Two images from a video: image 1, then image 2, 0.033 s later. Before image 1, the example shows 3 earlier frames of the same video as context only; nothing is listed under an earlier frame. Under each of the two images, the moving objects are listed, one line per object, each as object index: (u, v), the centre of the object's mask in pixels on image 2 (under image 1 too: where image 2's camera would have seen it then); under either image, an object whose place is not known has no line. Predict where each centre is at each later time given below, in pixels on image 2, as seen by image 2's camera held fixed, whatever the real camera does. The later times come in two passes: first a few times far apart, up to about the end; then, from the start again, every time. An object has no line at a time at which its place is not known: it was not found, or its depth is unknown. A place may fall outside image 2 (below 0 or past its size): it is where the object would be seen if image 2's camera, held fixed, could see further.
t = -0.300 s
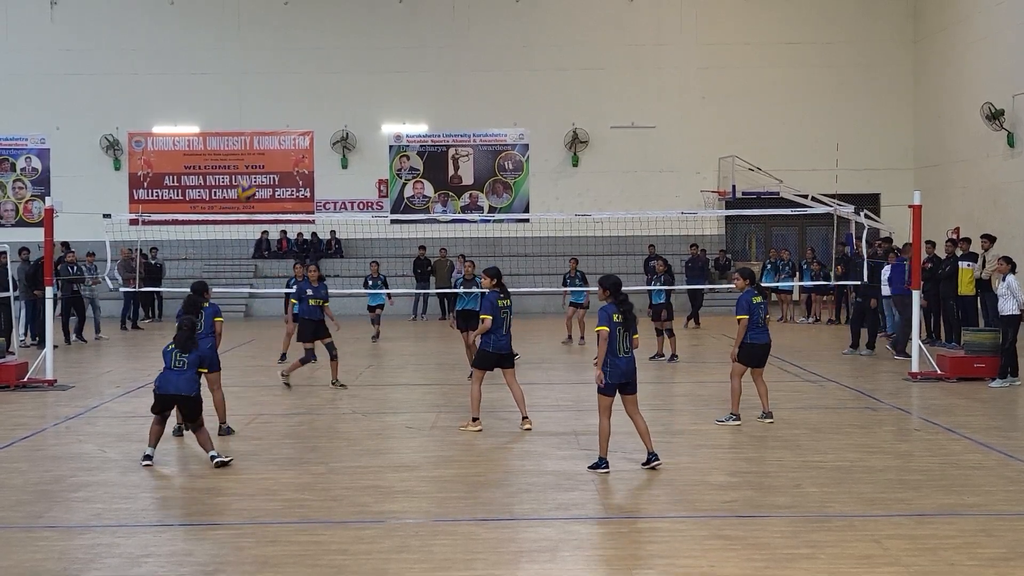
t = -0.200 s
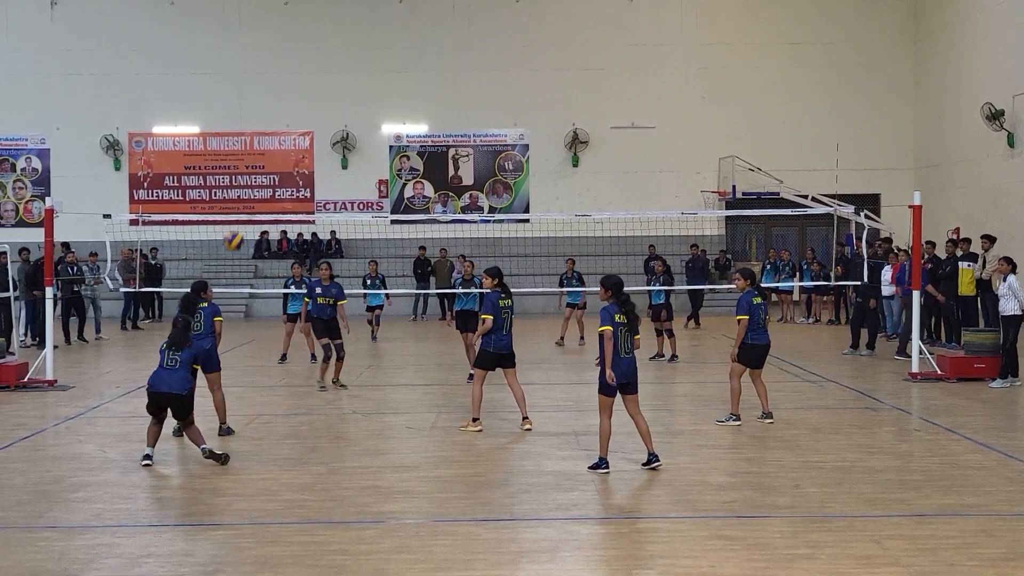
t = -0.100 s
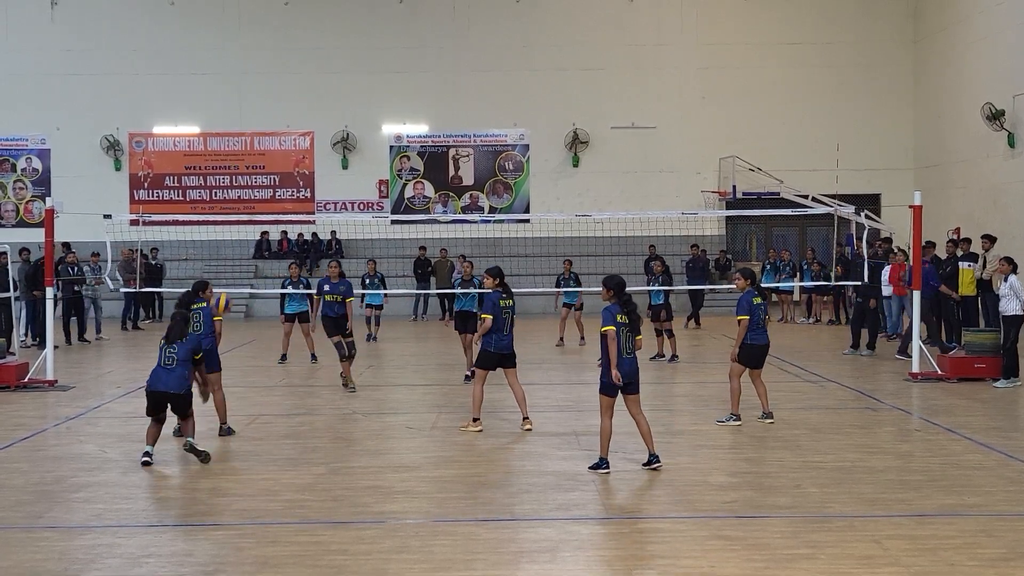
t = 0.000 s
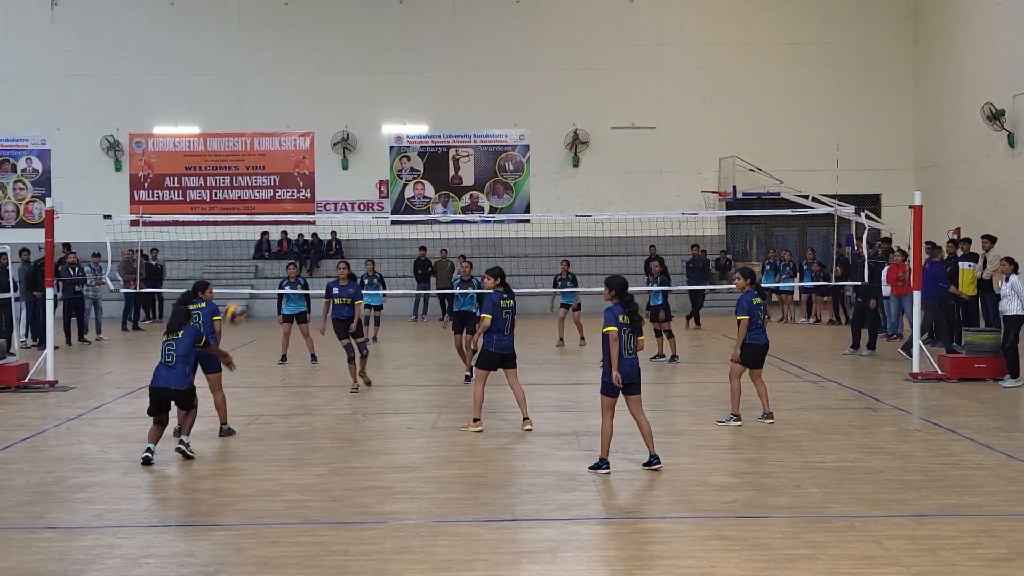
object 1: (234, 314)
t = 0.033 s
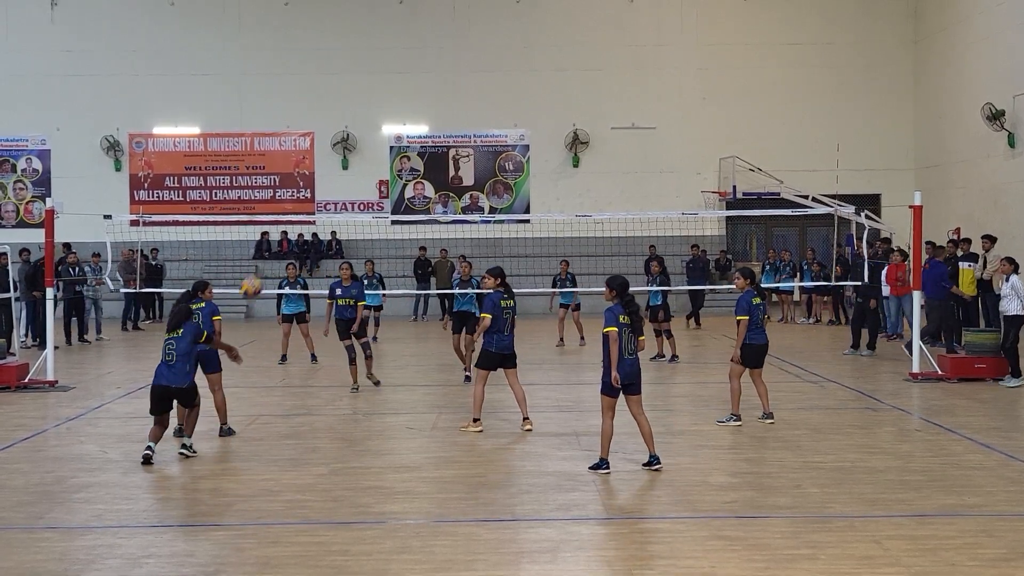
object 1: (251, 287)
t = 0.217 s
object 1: (339, 179)
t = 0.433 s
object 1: (434, 105)
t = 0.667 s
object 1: (528, 81)
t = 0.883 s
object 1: (609, 105)
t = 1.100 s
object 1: (681, 170)
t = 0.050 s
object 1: (259, 276)
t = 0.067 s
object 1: (267, 264)
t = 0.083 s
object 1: (275, 253)
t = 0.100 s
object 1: (283, 244)
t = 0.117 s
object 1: (291, 233)
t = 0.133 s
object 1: (299, 222)
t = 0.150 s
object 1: (307, 213)
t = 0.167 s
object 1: (315, 203)
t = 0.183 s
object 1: (324, 194)
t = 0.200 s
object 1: (331, 187)
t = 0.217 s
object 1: (339, 179)
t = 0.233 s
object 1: (347, 171)
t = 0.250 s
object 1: (353, 164)
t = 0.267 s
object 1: (362, 157)
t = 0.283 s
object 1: (369, 151)
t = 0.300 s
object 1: (377, 144)
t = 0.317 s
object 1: (383, 139)
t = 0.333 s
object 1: (391, 133)
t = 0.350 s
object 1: (398, 126)
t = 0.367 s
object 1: (405, 121)
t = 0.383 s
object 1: (413, 116)
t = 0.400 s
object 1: (419, 113)
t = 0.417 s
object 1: (427, 109)
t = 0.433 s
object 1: (434, 105)
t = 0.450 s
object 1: (441, 101)
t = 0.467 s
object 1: (448, 98)
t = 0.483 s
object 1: (455, 94)
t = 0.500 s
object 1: (462, 92)
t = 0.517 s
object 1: (469, 89)
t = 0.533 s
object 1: (476, 88)
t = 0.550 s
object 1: (483, 86)
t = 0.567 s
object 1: (489, 84)
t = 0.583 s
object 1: (496, 83)
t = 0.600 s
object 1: (502, 82)
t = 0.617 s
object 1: (509, 81)
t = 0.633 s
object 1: (515, 81)
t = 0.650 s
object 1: (522, 81)
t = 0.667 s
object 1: (528, 81)
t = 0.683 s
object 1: (535, 81)
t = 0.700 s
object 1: (541, 81)
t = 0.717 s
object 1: (547, 82)
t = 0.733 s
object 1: (553, 83)
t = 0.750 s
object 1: (559, 85)
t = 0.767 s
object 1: (566, 86)
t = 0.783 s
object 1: (572, 88)
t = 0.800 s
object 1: (578, 90)
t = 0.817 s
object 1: (585, 92)
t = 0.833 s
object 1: (591, 95)
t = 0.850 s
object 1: (596, 98)
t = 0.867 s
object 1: (602, 101)
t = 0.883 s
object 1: (609, 105)
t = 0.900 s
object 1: (614, 108)
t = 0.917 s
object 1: (620, 112)
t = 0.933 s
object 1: (626, 117)
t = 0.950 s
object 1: (632, 121)
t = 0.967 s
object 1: (637, 126)
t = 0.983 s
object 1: (643, 130)
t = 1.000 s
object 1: (648, 135)
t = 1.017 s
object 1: (654, 140)
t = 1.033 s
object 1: (660, 146)
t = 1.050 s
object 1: (665, 152)
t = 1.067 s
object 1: (670, 158)
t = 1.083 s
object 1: (676, 163)
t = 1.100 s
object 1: (681, 170)
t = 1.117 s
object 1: (687, 176)
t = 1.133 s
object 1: (692, 183)
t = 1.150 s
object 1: (697, 190)
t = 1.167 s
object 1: (702, 197)
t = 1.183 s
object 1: (707, 204)
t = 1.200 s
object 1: (713, 211)
